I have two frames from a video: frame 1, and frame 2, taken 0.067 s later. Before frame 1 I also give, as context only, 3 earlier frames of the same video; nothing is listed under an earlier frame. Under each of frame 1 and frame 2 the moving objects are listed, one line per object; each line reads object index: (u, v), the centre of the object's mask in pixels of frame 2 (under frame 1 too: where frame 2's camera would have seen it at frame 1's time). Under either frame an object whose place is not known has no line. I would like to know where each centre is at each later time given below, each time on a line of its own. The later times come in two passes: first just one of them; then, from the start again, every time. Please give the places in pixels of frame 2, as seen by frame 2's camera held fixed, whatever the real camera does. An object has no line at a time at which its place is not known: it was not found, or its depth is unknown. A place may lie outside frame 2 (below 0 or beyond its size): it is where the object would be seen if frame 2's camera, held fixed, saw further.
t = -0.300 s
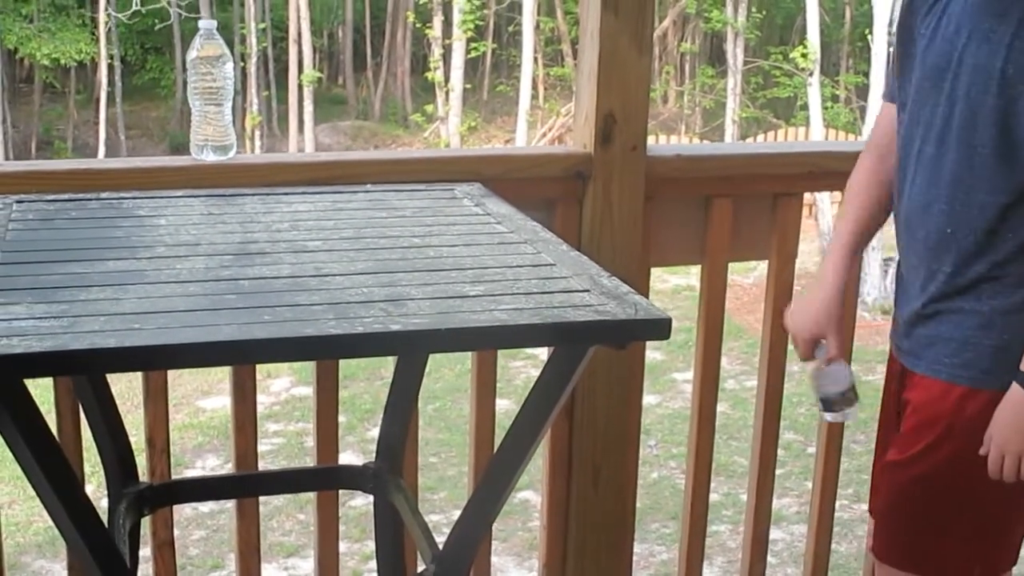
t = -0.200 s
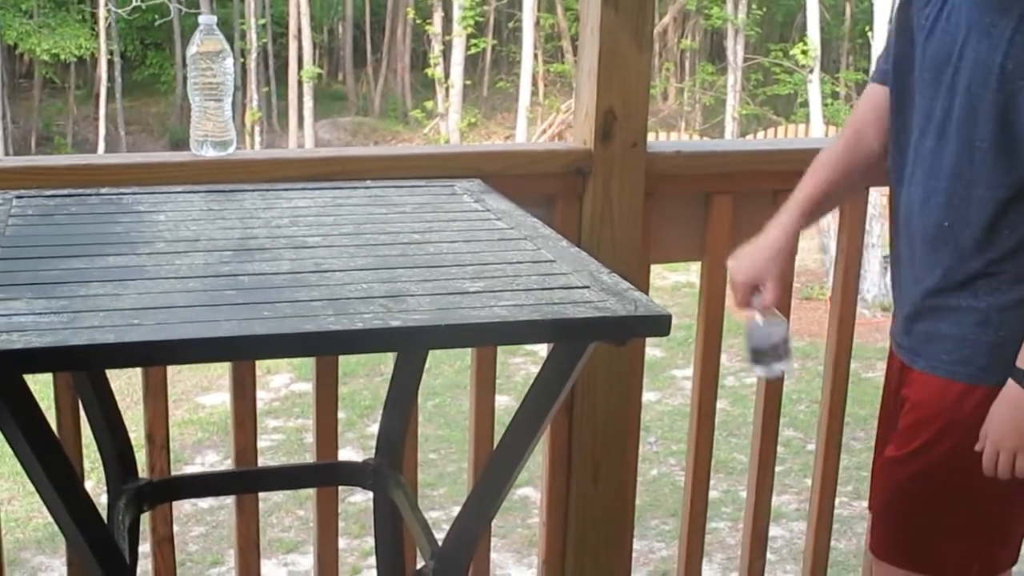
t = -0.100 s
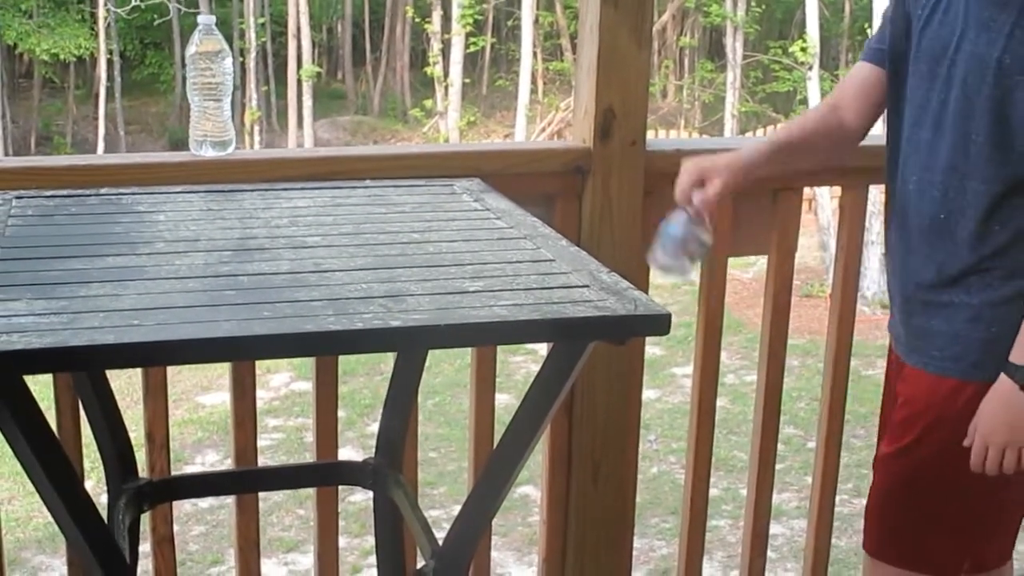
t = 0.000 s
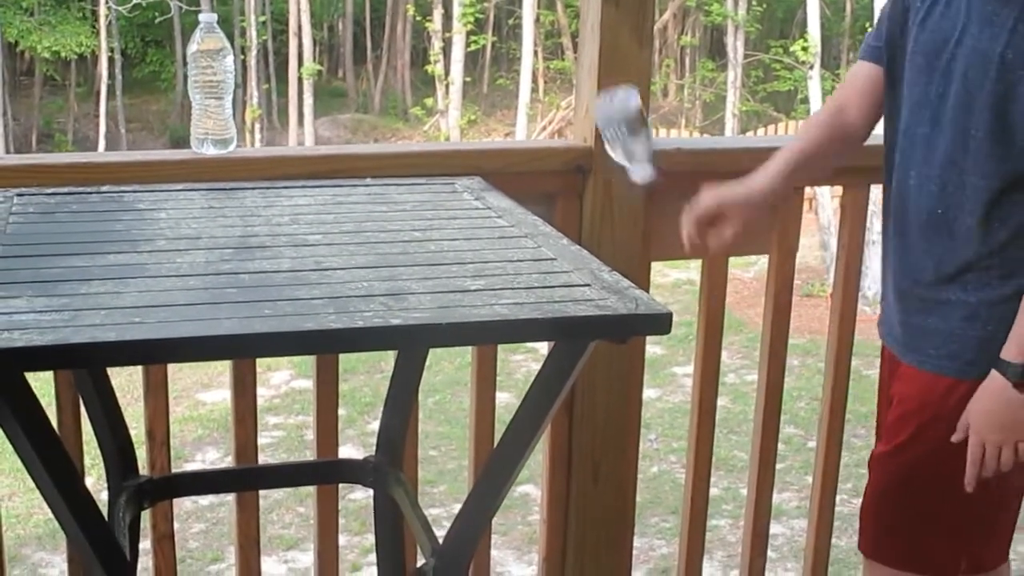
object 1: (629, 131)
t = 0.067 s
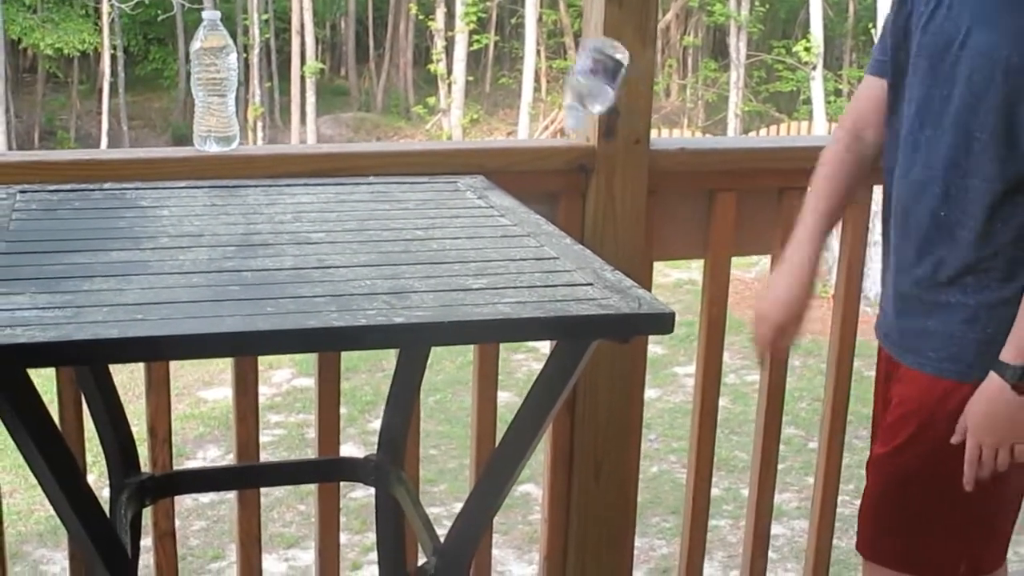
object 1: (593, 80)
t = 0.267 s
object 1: (474, 145)
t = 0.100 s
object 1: (575, 67)
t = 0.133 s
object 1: (555, 65)
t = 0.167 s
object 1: (535, 70)
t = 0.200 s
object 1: (514, 84)
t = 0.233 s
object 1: (494, 111)
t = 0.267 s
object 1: (474, 145)
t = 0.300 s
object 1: (453, 188)
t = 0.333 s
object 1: (439, 193)
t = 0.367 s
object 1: (426, 192)
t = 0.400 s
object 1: (416, 193)
